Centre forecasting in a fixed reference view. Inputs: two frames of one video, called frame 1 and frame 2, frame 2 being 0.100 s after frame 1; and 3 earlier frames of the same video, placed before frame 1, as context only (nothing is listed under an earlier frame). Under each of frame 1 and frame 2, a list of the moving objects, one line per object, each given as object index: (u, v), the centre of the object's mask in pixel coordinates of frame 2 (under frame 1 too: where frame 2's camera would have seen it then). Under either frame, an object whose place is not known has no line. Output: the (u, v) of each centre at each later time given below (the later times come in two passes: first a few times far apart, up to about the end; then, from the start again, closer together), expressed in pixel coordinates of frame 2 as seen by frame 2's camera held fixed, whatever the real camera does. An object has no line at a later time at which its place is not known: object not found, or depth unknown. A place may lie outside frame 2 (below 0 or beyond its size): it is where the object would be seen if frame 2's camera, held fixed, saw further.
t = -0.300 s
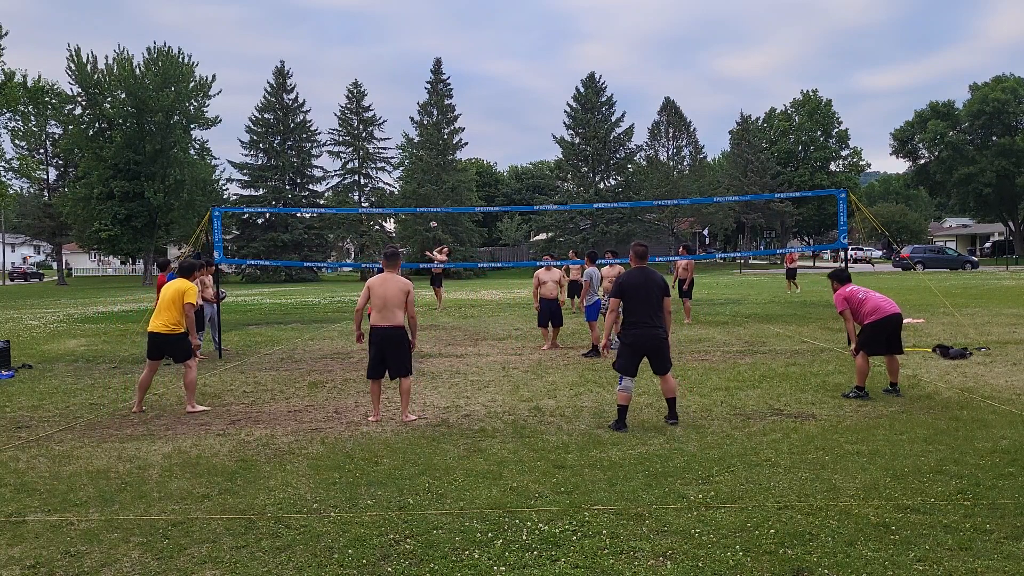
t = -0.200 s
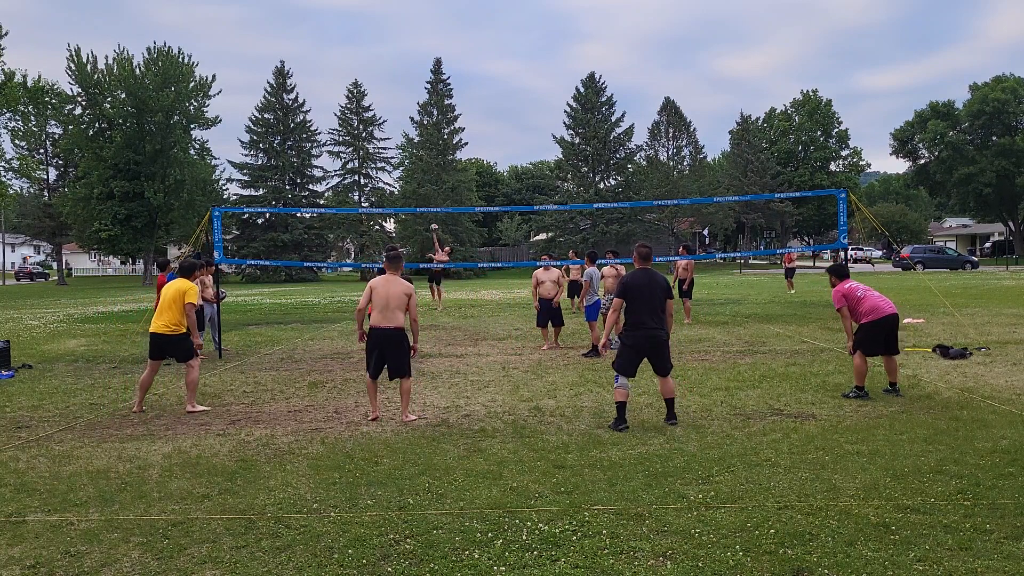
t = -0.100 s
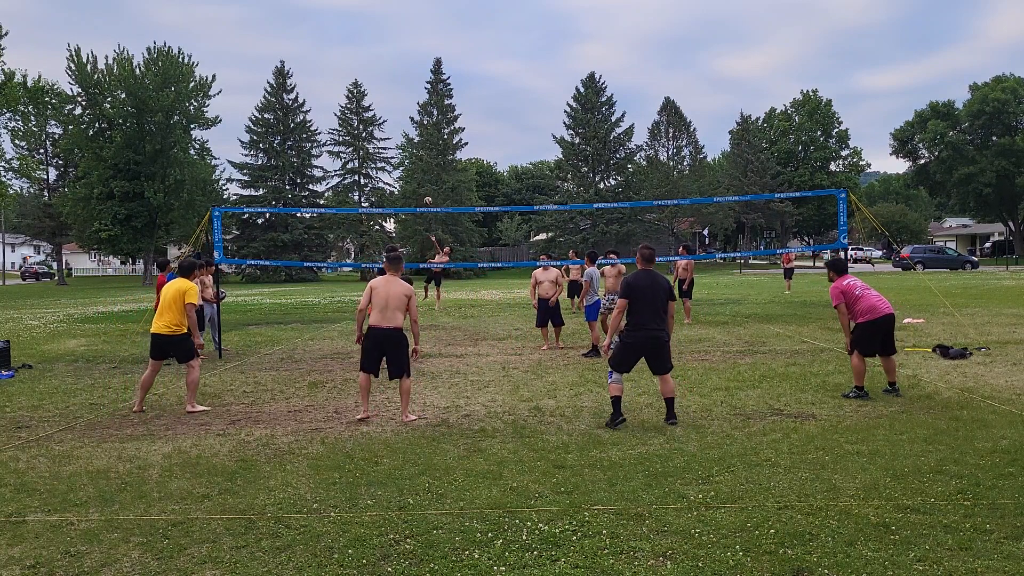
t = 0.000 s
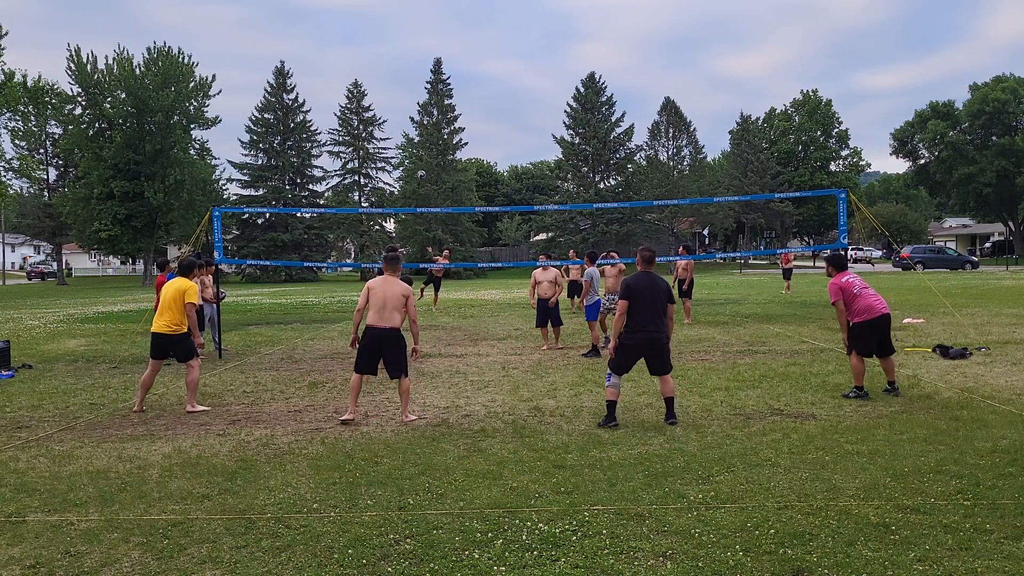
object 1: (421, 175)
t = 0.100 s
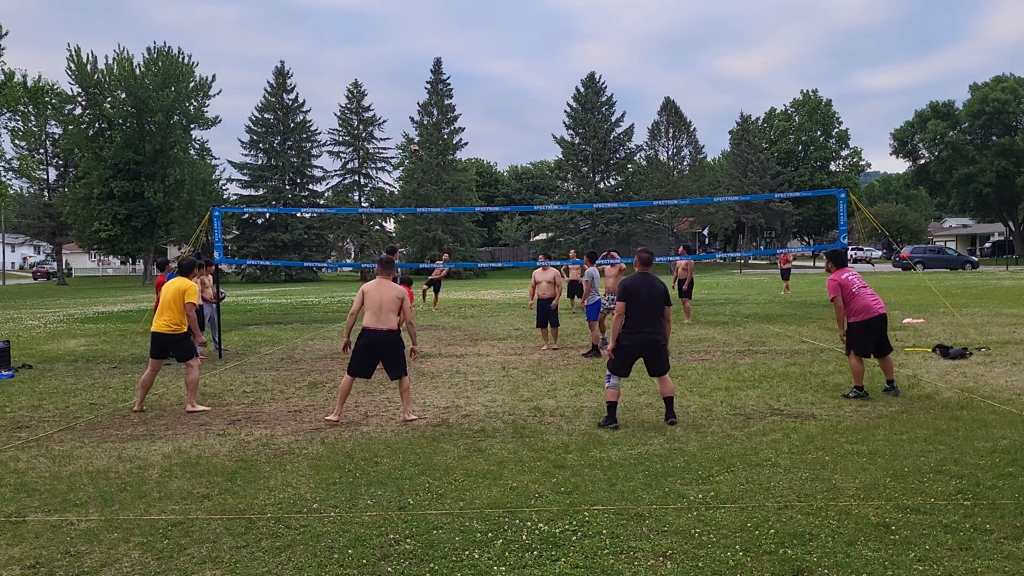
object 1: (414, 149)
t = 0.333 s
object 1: (392, 93)
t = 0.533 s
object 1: (367, 53)
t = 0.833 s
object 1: (311, 16)
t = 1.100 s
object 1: (233, 36)
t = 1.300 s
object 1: (138, 118)
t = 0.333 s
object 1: (392, 93)
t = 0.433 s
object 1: (381, 72)
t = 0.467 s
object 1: (376, 65)
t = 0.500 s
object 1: (372, 59)
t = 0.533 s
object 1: (367, 53)
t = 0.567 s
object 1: (362, 47)
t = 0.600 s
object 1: (357, 42)
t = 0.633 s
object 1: (351, 36)
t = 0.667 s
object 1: (346, 32)
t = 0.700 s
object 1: (339, 27)
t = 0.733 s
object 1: (333, 24)
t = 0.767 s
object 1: (326, 21)
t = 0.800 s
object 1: (319, 18)
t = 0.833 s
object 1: (311, 16)
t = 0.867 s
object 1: (303, 15)
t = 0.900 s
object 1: (295, 15)
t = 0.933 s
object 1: (286, 16)
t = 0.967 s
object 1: (277, 17)
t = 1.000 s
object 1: (267, 20)
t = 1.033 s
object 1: (257, 23)
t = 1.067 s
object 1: (245, 29)
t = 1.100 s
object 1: (233, 36)
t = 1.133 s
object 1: (220, 44)
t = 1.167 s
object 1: (206, 54)
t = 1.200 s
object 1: (191, 66)
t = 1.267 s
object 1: (158, 97)
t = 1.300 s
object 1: (138, 118)
